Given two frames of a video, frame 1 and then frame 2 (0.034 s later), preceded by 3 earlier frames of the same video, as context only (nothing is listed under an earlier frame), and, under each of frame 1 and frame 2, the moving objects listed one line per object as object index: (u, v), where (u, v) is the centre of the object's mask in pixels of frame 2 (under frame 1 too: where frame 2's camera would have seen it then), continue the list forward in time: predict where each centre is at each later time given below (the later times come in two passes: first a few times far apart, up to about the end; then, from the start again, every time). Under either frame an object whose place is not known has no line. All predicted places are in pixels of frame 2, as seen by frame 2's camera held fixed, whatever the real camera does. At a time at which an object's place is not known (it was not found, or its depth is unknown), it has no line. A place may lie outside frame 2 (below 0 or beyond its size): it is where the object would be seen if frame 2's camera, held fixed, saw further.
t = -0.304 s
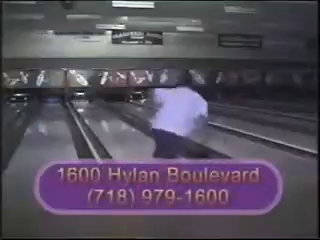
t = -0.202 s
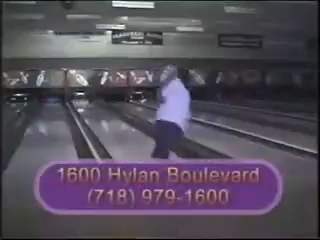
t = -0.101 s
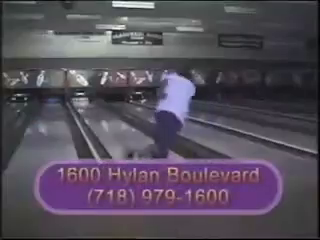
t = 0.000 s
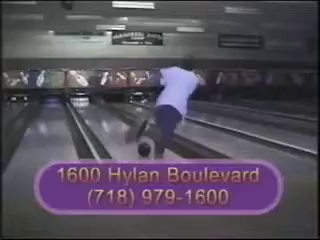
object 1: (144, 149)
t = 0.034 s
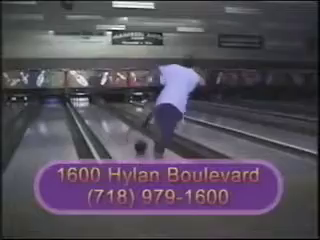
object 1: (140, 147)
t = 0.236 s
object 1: (123, 132)
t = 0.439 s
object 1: (111, 126)
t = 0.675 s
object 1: (104, 120)
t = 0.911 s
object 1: (99, 116)
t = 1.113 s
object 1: (96, 113)
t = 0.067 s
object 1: (137, 144)
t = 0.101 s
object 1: (131, 138)
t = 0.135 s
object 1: (129, 136)
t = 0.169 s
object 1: (127, 136)
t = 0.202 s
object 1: (125, 134)
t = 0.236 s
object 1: (123, 132)
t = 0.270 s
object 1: (121, 131)
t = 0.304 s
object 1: (118, 129)
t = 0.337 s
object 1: (116, 129)
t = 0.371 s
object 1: (115, 127)
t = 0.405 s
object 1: (114, 127)
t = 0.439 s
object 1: (111, 126)
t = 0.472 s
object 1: (110, 125)
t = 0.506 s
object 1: (108, 124)
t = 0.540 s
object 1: (106, 124)
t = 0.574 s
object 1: (105, 123)
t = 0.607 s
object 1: (105, 121)
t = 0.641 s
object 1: (103, 121)
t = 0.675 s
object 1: (104, 120)
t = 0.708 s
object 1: (102, 120)
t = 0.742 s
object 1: (102, 119)
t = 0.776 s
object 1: (102, 119)
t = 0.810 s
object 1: (102, 117)
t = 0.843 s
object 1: (101, 117)
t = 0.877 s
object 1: (101, 117)
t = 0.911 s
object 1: (99, 116)
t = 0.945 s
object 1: (99, 116)
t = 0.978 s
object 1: (98, 114)
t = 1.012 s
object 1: (96, 113)
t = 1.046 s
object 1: (97, 113)
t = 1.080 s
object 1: (96, 113)
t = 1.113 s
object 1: (96, 113)
